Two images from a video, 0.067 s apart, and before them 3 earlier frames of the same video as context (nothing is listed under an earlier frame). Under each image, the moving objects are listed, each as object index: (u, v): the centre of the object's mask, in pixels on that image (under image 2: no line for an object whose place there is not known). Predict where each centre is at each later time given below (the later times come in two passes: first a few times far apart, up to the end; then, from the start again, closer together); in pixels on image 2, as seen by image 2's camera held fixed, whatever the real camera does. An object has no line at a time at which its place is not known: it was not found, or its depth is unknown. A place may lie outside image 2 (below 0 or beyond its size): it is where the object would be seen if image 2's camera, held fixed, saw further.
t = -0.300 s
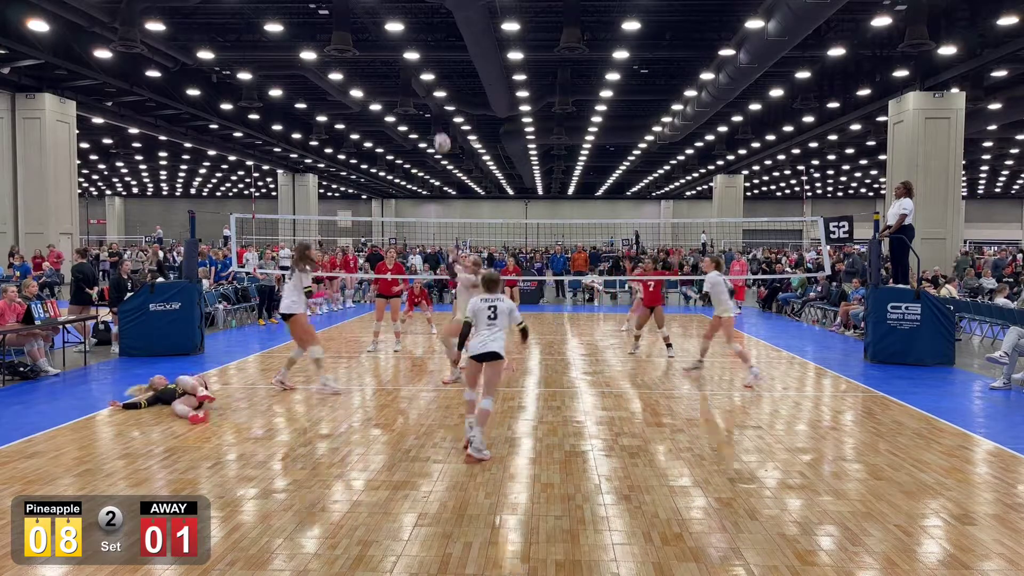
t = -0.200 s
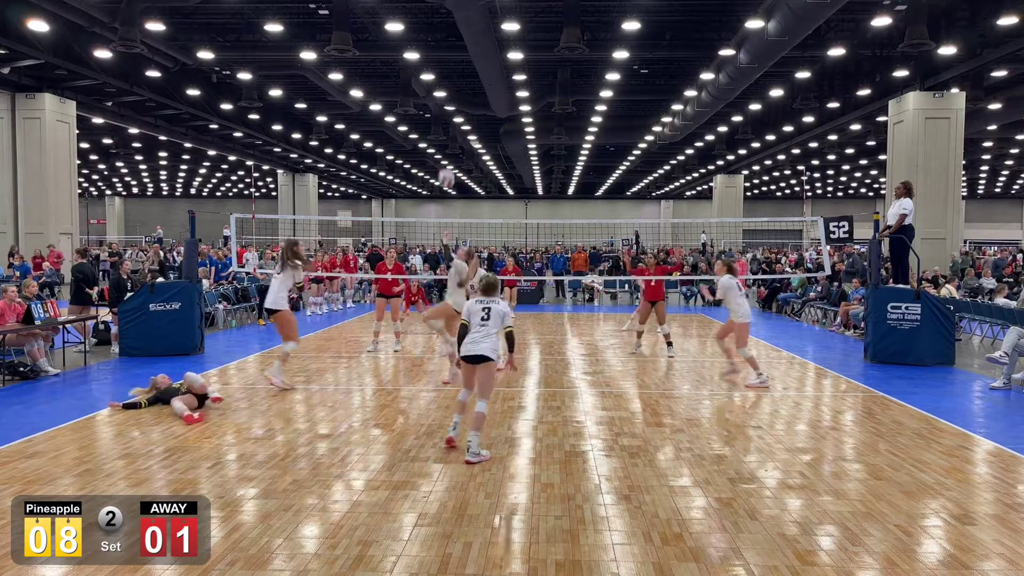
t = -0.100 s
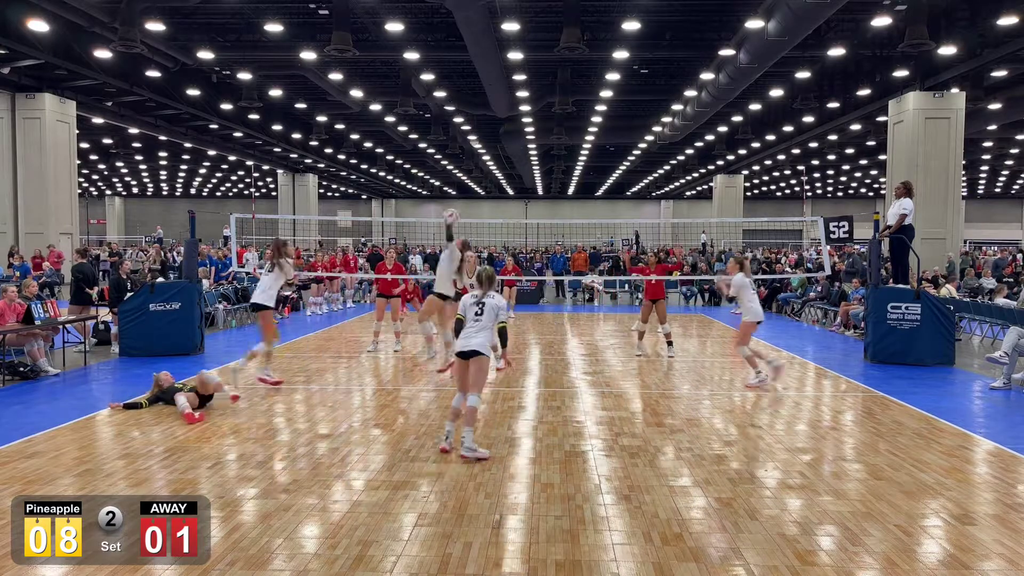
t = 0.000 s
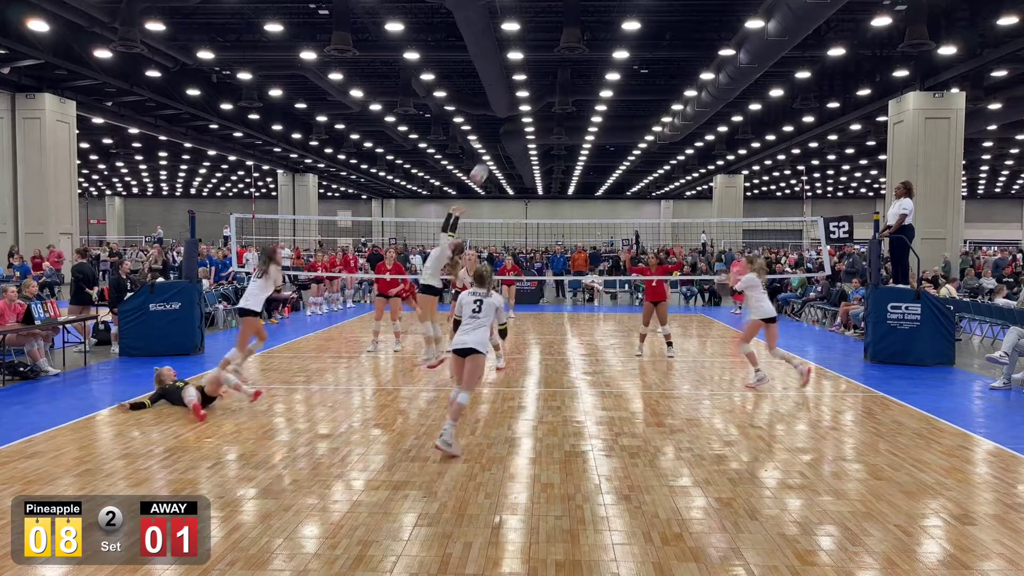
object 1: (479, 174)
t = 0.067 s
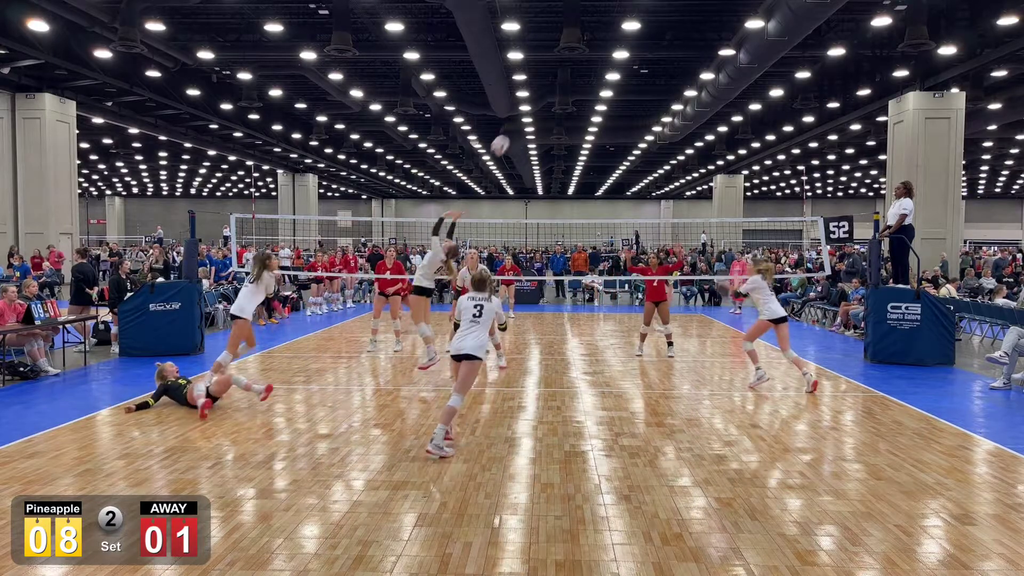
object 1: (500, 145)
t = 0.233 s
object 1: (551, 90)
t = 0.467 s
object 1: (617, 50)
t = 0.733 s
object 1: (687, 56)
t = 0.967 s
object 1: (744, 102)
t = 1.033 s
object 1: (760, 123)
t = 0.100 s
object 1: (510, 132)
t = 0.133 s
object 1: (520, 120)
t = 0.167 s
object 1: (532, 108)
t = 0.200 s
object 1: (541, 99)
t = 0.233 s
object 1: (551, 90)
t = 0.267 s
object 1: (561, 82)
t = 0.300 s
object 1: (570, 74)
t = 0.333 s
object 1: (580, 68)
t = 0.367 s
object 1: (589, 62)
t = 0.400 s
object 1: (598, 58)
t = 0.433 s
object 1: (607, 53)
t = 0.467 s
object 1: (617, 50)
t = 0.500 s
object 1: (626, 48)
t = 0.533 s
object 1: (635, 47)
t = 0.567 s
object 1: (644, 46)
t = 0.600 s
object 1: (653, 47)
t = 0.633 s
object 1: (662, 48)
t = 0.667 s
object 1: (670, 50)
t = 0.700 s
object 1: (679, 53)
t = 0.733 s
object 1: (687, 56)
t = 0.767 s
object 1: (696, 60)
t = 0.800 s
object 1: (704, 65)
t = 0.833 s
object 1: (712, 70)
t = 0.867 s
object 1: (722, 78)
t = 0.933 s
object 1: (737, 94)
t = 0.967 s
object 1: (744, 102)
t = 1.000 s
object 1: (753, 113)
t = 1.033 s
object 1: (760, 123)
